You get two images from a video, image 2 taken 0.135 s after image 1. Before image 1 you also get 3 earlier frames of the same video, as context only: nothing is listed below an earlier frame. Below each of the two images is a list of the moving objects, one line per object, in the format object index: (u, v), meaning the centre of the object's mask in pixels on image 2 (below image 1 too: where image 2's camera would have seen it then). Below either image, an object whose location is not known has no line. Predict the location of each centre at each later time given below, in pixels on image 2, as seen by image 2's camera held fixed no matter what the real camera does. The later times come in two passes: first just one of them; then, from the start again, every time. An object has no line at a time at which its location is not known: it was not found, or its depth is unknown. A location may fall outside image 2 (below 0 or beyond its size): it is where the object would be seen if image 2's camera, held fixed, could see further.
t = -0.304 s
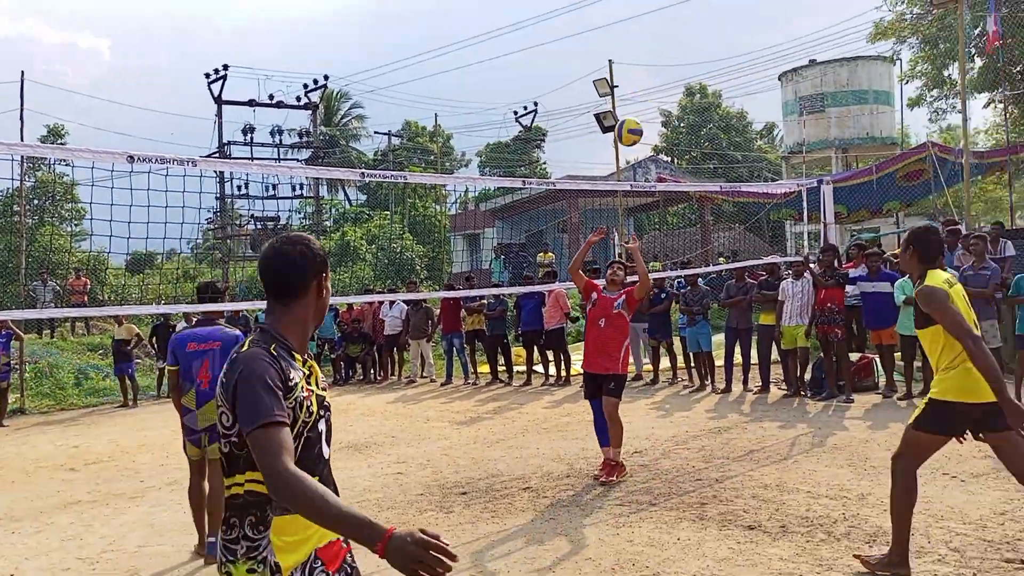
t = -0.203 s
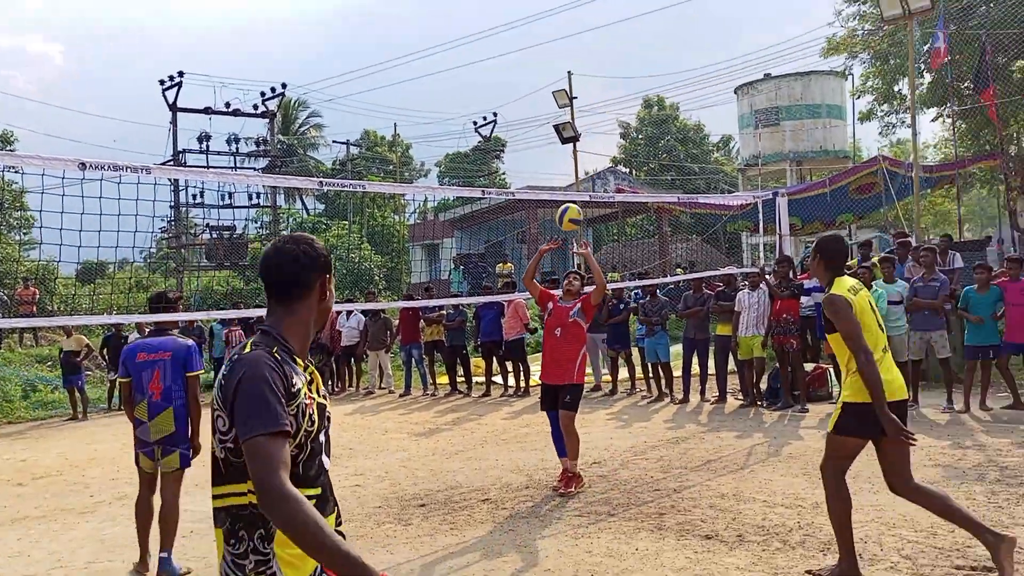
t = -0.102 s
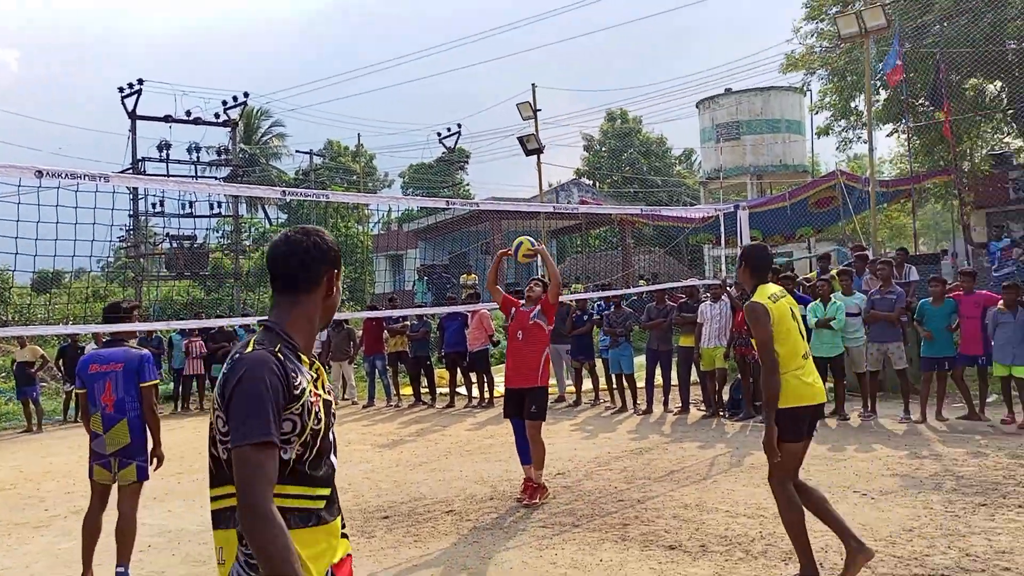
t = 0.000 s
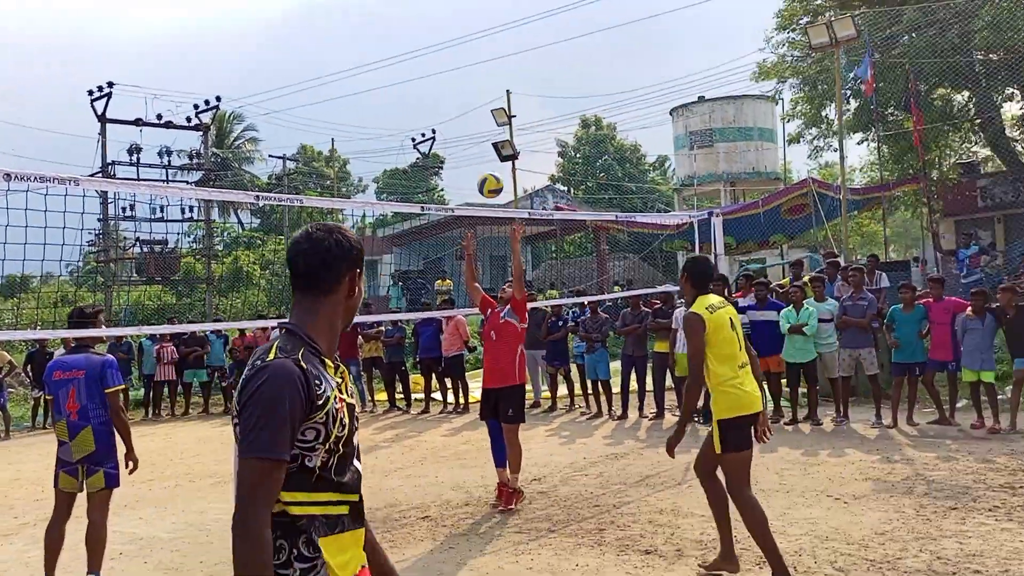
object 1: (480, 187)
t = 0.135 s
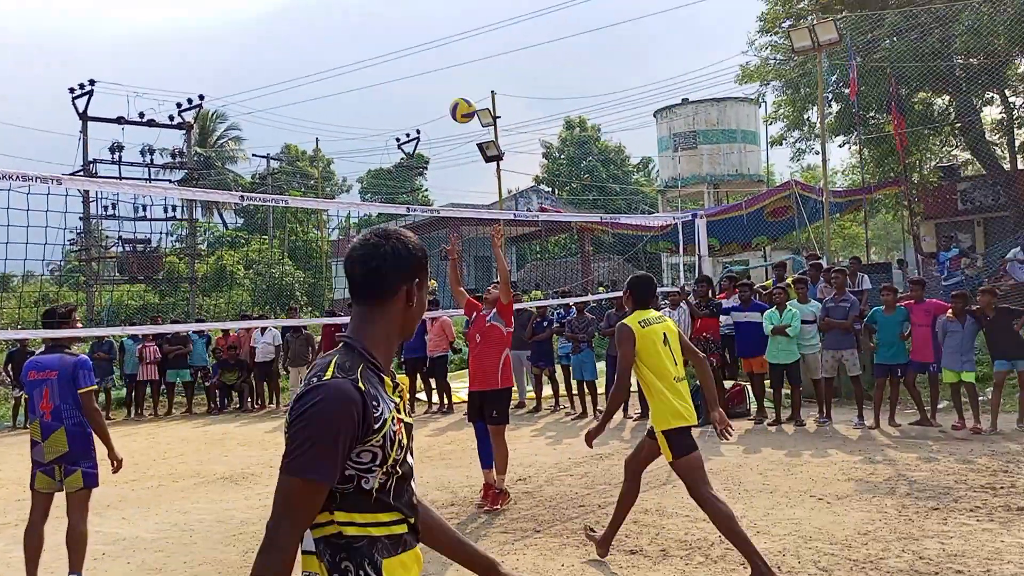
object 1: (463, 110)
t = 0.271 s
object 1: (446, 55)
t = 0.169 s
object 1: (458, 94)
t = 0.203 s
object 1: (453, 79)
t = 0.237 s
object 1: (449, 66)
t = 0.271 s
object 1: (446, 55)
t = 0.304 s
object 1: (442, 43)
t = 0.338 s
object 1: (439, 35)
